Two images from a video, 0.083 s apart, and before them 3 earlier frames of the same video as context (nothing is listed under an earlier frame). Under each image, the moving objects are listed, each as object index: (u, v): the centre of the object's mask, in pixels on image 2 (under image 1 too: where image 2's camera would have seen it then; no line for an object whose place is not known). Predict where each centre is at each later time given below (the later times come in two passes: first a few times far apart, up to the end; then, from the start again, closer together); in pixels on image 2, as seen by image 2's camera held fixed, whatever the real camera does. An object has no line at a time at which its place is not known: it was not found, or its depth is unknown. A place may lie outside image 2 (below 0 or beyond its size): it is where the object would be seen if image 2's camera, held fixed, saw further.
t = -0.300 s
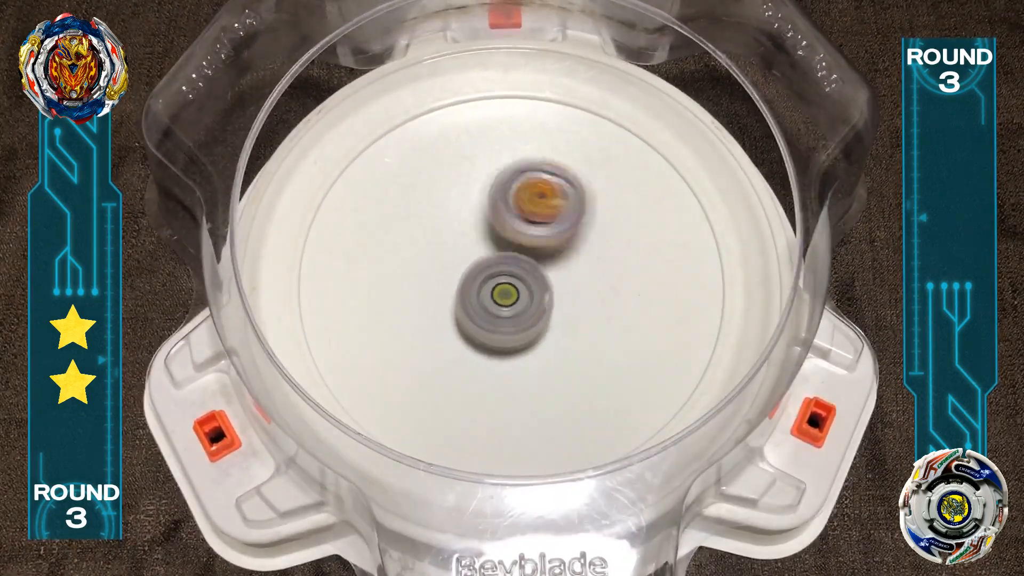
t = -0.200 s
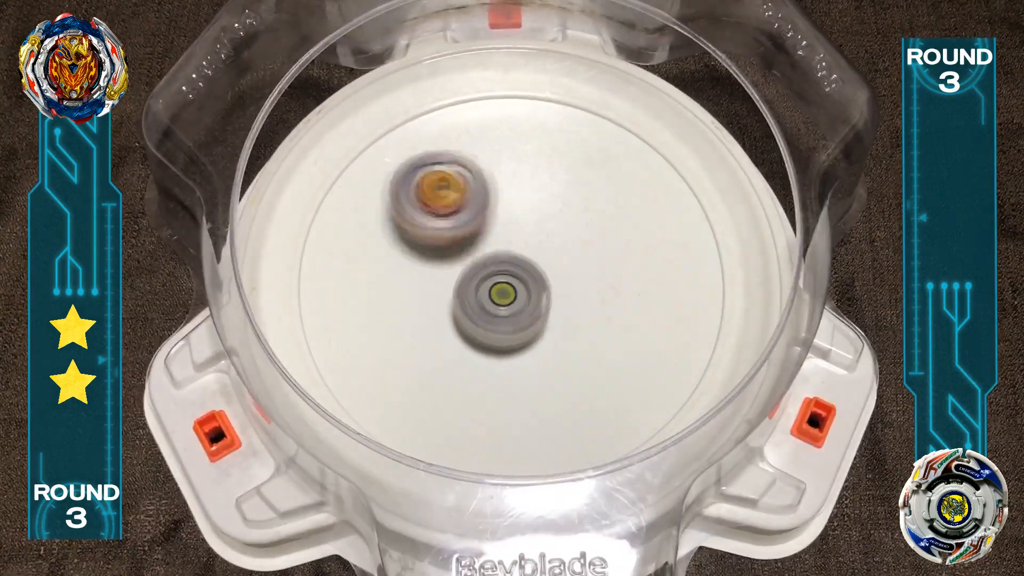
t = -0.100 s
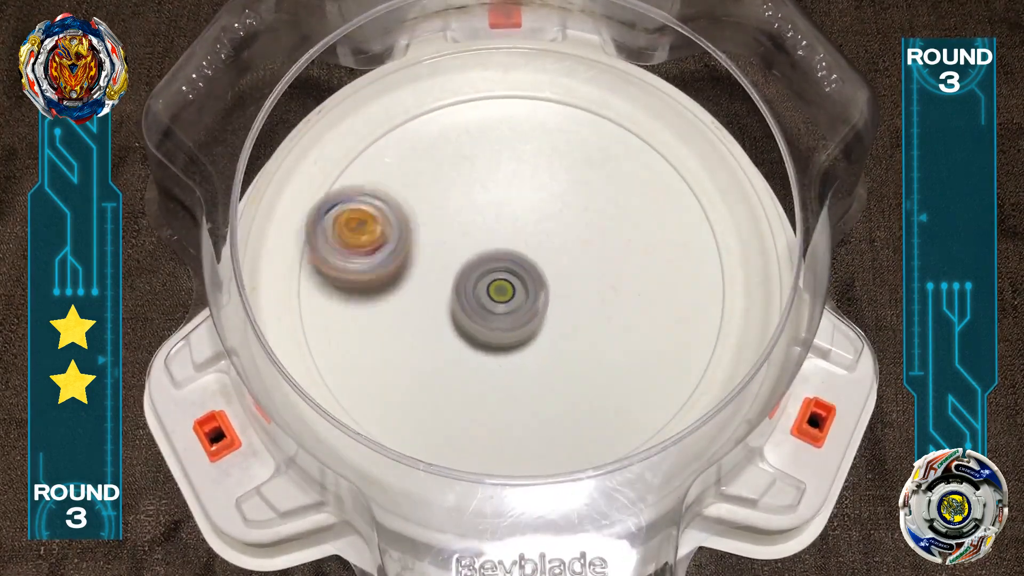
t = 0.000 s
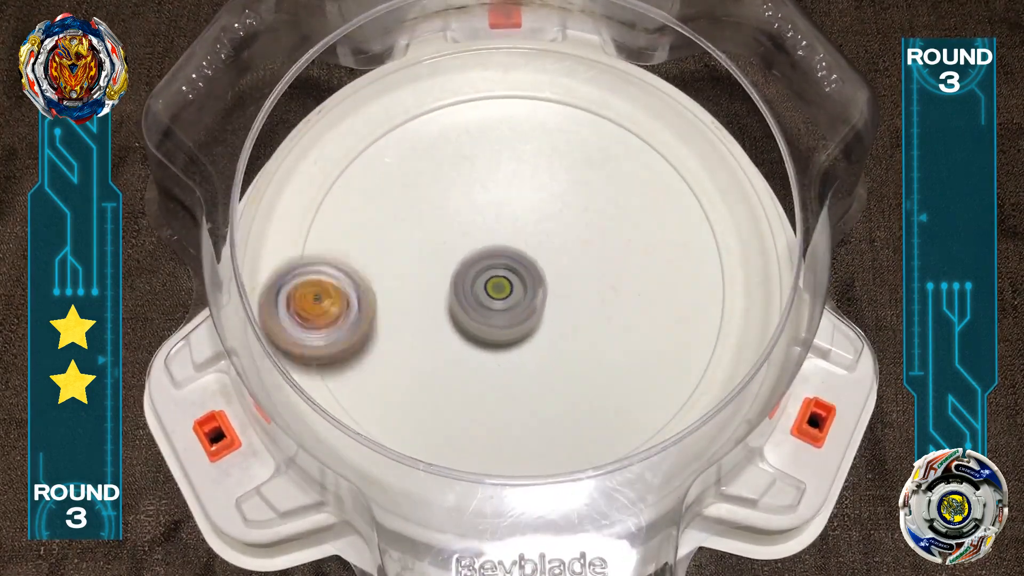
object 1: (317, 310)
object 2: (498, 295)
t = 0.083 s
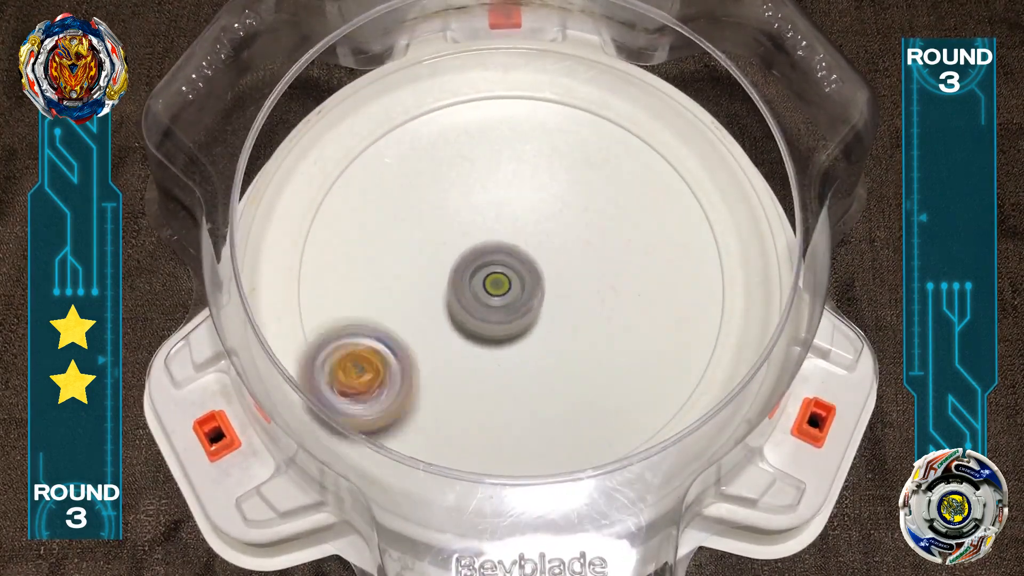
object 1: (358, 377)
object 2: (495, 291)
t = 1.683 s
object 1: (461, 155)
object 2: (540, 275)
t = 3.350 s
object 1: (566, 211)
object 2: (492, 290)
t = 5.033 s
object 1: (606, 380)
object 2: (548, 274)
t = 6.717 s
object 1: (569, 148)
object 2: (545, 285)
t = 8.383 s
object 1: (475, 356)
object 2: (477, 252)
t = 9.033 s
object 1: (444, 265)
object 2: (551, 250)
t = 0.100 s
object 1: (372, 385)
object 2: (496, 290)
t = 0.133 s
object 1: (402, 400)
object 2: (495, 289)
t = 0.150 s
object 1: (424, 407)
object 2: (494, 288)
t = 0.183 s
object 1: (460, 409)
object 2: (494, 286)
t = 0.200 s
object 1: (477, 407)
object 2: (494, 286)
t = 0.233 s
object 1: (514, 396)
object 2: (494, 284)
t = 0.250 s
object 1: (530, 387)
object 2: (493, 283)
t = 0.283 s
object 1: (559, 366)
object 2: (492, 281)
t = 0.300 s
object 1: (571, 355)
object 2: (493, 281)
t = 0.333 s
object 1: (588, 327)
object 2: (493, 280)
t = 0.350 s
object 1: (594, 312)
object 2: (492, 279)
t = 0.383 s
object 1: (601, 282)
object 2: (493, 277)
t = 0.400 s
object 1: (602, 266)
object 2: (493, 277)
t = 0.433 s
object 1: (598, 235)
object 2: (493, 275)
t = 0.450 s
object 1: (595, 221)
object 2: (493, 275)
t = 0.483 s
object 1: (581, 194)
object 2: (493, 274)
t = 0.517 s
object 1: (565, 170)
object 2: (493, 272)
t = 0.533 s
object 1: (554, 160)
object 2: (494, 271)
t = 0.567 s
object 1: (530, 144)
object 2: (494, 270)
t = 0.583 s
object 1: (518, 135)
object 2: (494, 270)
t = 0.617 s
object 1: (491, 124)
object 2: (494, 269)
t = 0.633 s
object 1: (479, 119)
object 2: (495, 268)
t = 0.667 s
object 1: (451, 114)
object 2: (495, 267)
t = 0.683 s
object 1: (437, 113)
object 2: (495, 267)
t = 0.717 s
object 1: (411, 118)
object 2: (496, 266)
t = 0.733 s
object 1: (397, 123)
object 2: (496, 265)
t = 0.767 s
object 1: (377, 144)
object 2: (497, 264)
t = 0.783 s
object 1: (367, 155)
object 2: (497, 264)
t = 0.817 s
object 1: (354, 180)
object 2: (499, 264)
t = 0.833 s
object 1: (349, 194)
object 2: (499, 263)
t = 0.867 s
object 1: (346, 224)
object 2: (500, 262)
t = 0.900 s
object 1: (350, 253)
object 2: (501, 262)
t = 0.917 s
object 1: (355, 268)
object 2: (502, 262)
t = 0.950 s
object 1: (372, 298)
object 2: (503, 262)
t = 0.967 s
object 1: (381, 311)
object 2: (504, 262)
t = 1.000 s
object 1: (410, 334)
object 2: (506, 262)
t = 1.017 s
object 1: (425, 342)
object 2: (506, 263)
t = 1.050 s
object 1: (457, 357)
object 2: (508, 263)
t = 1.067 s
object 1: (476, 362)
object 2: (509, 263)
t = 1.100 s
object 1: (513, 366)
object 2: (509, 264)
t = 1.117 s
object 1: (530, 364)
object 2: (510, 264)
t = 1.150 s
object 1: (564, 357)
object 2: (511, 266)
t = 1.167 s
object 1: (580, 351)
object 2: (512, 267)
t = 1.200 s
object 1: (607, 335)
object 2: (513, 268)
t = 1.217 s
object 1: (621, 324)
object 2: (514, 269)
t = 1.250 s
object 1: (641, 302)
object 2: (516, 270)
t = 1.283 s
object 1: (657, 278)
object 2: (518, 271)
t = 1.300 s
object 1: (661, 263)
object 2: (519, 271)
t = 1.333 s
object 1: (669, 237)
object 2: (521, 272)
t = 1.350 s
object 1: (669, 221)
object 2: (523, 272)
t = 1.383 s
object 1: (665, 196)
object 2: (524, 272)
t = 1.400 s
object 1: (662, 181)
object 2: (526, 272)
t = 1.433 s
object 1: (649, 157)
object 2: (528, 272)
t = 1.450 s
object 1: (641, 147)
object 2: (528, 273)
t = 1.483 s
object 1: (621, 129)
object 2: (530, 273)
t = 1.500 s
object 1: (609, 122)
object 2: (531, 273)
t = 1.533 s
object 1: (581, 113)
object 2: (533, 274)
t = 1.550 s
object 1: (568, 110)
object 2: (534, 274)
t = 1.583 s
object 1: (537, 112)
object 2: (536, 274)
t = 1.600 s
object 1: (523, 115)
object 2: (537, 274)
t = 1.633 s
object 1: (496, 126)
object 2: (539, 275)
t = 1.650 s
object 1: (483, 134)
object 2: (539, 275)
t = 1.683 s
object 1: (461, 155)
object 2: (540, 275)
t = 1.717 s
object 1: (442, 178)
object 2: (541, 276)
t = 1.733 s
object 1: (434, 192)
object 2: (542, 276)
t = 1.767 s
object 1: (423, 219)
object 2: (543, 276)
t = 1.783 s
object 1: (418, 235)
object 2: (543, 277)
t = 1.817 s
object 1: (416, 265)
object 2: (544, 277)
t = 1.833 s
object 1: (416, 281)
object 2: (544, 277)
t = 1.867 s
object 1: (423, 311)
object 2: (544, 277)
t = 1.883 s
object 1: (429, 326)
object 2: (544, 277)
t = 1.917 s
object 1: (446, 352)
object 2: (544, 278)
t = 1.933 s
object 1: (459, 365)
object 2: (544, 278)
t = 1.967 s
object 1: (482, 384)
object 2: (544, 278)
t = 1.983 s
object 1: (498, 393)
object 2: (544, 279)
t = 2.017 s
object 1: (529, 404)
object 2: (544, 279)
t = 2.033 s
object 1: (545, 407)
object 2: (543, 280)
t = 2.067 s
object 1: (578, 410)
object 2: (543, 281)
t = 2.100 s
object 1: (607, 404)
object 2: (542, 282)
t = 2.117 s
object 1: (624, 400)
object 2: (542, 282)
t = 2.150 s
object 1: (651, 384)
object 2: (541, 282)
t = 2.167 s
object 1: (663, 376)
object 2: (540, 283)
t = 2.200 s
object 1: (681, 353)
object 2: (539, 283)
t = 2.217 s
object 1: (689, 342)
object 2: (539, 284)
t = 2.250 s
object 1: (696, 315)
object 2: (538, 284)
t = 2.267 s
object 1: (698, 301)
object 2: (537, 285)
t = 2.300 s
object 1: (695, 272)
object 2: (536, 286)
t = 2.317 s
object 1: (691, 259)
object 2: (534, 286)
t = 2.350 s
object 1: (673, 234)
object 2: (534, 287)
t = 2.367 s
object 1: (665, 223)
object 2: (532, 287)
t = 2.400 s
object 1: (638, 205)
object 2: (531, 289)
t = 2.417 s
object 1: (627, 198)
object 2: (530, 289)
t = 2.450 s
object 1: (596, 188)
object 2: (528, 291)
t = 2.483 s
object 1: (567, 184)
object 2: (527, 292)
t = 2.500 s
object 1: (549, 184)
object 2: (527, 292)
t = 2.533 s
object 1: (518, 187)
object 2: (525, 293)
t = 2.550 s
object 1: (502, 192)
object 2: (524, 294)
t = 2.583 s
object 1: (473, 202)
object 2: (523, 294)
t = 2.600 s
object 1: (459, 211)
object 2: (522, 295)
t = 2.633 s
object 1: (434, 226)
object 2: (521, 296)
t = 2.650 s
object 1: (423, 238)
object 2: (519, 296)
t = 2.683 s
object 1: (404, 261)
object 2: (518, 296)
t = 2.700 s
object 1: (395, 273)
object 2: (516, 297)
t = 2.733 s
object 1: (383, 298)
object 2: (515, 297)
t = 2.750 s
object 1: (379, 312)
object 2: (514, 297)
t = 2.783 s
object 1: (376, 339)
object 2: (513, 298)
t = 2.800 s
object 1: (377, 353)
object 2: (512, 298)
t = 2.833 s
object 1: (385, 379)
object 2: (510, 298)
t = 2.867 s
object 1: (400, 401)
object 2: (508, 298)
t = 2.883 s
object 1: (412, 408)
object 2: (508, 298)
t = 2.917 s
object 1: (433, 429)
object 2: (506, 298)
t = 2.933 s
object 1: (450, 427)
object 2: (506, 298)
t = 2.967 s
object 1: (479, 434)
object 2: (504, 297)
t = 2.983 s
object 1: (496, 435)
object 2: (503, 298)
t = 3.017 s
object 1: (525, 434)
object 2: (502, 297)
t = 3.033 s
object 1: (541, 430)
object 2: (501, 297)
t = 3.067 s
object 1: (570, 422)
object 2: (500, 296)
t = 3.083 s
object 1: (582, 413)
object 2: (499, 296)
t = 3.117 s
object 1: (602, 393)
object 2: (498, 295)
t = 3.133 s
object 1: (609, 380)
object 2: (497, 295)
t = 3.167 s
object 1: (620, 353)
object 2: (496, 294)
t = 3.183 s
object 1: (622, 340)
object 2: (495, 294)
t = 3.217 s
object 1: (622, 310)
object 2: (495, 293)
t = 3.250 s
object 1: (615, 283)
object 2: (494, 293)
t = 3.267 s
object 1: (609, 268)
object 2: (493, 292)
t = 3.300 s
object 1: (597, 243)
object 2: (493, 291)
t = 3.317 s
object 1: (585, 231)
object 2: (492, 291)
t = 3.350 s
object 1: (566, 211)
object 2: (492, 290)
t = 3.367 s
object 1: (553, 203)
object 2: (492, 289)
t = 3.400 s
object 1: (528, 188)
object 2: (491, 288)
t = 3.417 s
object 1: (515, 183)
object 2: (491, 288)
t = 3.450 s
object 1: (486, 177)
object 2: (490, 287)
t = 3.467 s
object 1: (474, 175)
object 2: (491, 287)
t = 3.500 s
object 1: (444, 174)
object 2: (490, 286)
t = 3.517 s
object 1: (432, 176)
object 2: (490, 285)
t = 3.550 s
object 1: (404, 180)
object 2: (490, 284)
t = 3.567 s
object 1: (393, 184)
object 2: (490, 283)
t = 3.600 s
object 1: (369, 194)
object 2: (490, 281)
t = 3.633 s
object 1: (349, 211)
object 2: (491, 280)
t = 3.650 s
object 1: (342, 220)
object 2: (491, 279)
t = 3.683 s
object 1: (328, 242)
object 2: (492, 278)
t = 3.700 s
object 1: (326, 253)
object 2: (492, 277)
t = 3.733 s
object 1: (323, 279)
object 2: (493, 277)
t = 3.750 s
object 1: (325, 291)
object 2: (492, 276)
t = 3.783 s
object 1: (335, 319)
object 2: (493, 275)
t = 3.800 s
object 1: (344, 330)
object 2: (493, 274)
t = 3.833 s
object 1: (365, 352)
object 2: (494, 274)
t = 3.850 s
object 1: (379, 360)
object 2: (494, 273)
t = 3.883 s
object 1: (407, 373)
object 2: (495, 272)
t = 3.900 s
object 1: (425, 378)
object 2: (495, 271)
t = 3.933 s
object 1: (456, 382)
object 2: (496, 271)
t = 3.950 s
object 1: (472, 381)
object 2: (496, 270)
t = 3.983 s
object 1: (506, 377)
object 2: (497, 270)
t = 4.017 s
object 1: (535, 366)
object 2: (498, 269)
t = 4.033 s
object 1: (551, 358)
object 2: (499, 268)
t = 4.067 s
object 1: (574, 341)
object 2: (500, 268)
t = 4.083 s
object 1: (584, 329)
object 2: (501, 268)
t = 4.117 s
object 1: (600, 307)
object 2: (502, 269)
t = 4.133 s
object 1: (606, 295)
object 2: (503, 269)
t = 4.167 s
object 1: (615, 269)
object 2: (504, 268)
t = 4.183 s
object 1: (617, 256)
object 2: (505, 268)
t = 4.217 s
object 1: (617, 228)
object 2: (506, 268)
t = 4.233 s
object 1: (617, 216)
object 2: (507, 268)
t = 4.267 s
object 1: (610, 194)
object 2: (509, 268)
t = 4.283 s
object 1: (605, 181)
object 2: (510, 268)
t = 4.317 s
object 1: (591, 160)
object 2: (511, 268)
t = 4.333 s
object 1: (583, 151)
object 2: (512, 268)
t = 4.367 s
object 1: (564, 136)
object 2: (513, 268)
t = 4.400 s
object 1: (544, 124)
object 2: (515, 268)
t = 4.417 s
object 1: (534, 120)
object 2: (516, 268)
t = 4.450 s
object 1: (509, 115)
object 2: (517, 268)
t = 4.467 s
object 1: (498, 114)
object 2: (518, 268)
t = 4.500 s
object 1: (474, 120)
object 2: (520, 268)
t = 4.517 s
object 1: (462, 123)
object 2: (521, 268)
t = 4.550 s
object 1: (443, 133)
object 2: (522, 269)
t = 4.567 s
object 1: (434, 145)
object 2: (523, 269)
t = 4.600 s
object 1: (419, 162)
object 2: (525, 269)
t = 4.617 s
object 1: (414, 173)
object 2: (526, 269)
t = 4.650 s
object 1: (405, 197)
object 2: (528, 270)
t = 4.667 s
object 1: (403, 210)
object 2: (529, 270)
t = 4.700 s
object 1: (403, 237)
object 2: (530, 271)
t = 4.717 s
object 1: (404, 250)
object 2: (531, 271)
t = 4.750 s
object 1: (410, 277)
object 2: (532, 272)
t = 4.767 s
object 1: (415, 290)
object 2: (533, 272)
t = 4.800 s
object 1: (432, 315)
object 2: (534, 273)
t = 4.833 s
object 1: (453, 336)
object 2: (535, 272)
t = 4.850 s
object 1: (464, 345)
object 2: (536, 273)
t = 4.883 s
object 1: (484, 362)
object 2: (540, 272)
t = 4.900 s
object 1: (495, 368)
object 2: (541, 273)
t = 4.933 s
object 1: (523, 379)
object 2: (543, 273)
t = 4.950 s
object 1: (536, 383)
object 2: (544, 273)
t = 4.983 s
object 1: (564, 385)
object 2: (546, 274)
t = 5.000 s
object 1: (578, 385)
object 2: (546, 273)
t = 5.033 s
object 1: (606, 380)
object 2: (548, 274)
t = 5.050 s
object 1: (620, 376)
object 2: (548, 274)
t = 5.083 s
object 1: (642, 362)
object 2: (549, 274)
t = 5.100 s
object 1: (652, 352)
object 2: (550, 274)
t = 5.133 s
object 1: (666, 334)
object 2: (550, 274)
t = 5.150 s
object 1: (671, 323)
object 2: (551, 275)
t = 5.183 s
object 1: (677, 298)
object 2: (551, 275)
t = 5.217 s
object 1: (677, 274)
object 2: (551, 276)
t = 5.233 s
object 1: (675, 264)
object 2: (551, 276)
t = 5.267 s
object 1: (662, 242)
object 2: (551, 276)
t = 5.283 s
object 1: (655, 232)
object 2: (551, 276)
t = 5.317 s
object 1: (636, 215)
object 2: (551, 277)
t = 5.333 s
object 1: (627, 209)
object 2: (545, 279)
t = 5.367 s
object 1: (618, 190)
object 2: (524, 288)
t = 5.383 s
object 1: (610, 183)
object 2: (514, 292)
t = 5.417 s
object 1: (592, 173)
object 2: (500, 299)
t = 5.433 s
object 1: (581, 168)
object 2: (494, 301)
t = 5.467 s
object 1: (559, 165)
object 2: (486, 304)
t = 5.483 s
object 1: (547, 165)
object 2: (483, 305)
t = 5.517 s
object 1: (524, 168)
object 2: (478, 306)
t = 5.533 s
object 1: (512, 172)
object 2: (477, 306)
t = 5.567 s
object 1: (490, 181)
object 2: (475, 307)
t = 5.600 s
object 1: (469, 195)
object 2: (473, 307)
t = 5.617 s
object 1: (462, 202)
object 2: (473, 307)
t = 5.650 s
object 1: (447, 219)
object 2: (472, 308)
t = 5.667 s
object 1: (442, 224)
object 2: (471, 311)
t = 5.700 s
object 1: (433, 227)
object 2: (468, 320)
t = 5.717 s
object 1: (427, 226)
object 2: (465, 324)
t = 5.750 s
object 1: (415, 225)
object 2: (459, 331)
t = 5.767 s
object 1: (410, 223)
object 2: (456, 333)
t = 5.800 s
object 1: (398, 224)
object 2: (451, 333)
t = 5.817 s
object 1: (393, 226)
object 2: (449, 333)
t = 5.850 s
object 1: (386, 230)
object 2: (446, 330)
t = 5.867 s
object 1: (385, 233)
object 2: (444, 328)
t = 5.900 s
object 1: (383, 239)
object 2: (442, 327)
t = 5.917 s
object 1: (379, 233)
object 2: (448, 341)
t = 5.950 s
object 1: (370, 215)
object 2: (464, 368)
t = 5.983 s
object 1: (363, 199)
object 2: (478, 385)
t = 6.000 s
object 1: (359, 192)
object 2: (484, 391)
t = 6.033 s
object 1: (353, 179)
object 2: (495, 399)
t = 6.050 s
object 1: (350, 174)
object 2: (500, 400)
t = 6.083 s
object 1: (344, 168)
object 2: (506, 399)
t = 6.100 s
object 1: (345, 172)
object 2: (509, 397)
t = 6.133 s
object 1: (349, 180)
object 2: (513, 392)
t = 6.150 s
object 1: (351, 182)
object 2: (515, 388)
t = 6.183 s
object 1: (358, 184)
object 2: (519, 381)
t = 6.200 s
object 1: (362, 186)
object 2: (521, 379)
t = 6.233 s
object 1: (374, 187)
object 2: (524, 373)
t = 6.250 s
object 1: (381, 187)
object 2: (526, 368)
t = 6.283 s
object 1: (394, 185)
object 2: (529, 361)
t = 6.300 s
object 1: (402, 185)
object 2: (530, 359)
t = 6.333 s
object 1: (418, 184)
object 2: (532, 352)
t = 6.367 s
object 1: (434, 183)
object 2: (534, 345)
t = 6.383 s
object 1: (443, 181)
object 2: (535, 342)
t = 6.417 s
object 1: (459, 178)
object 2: (537, 335)
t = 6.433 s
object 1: (466, 177)
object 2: (537, 332)
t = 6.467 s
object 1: (479, 176)
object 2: (539, 325)
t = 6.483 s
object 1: (487, 173)
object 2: (540, 322)
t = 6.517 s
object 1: (501, 169)
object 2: (541, 316)
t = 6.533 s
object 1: (508, 168)
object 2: (541, 312)
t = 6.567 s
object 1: (521, 164)
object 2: (543, 306)
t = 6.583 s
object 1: (528, 161)
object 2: (543, 303)
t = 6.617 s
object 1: (539, 158)
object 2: (544, 298)
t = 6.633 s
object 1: (545, 156)
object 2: (545, 295)
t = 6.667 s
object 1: (555, 153)
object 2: (545, 291)
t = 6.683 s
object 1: (560, 151)
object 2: (545, 289)
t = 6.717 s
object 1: (569, 148)
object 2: (545, 285)
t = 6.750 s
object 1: (578, 146)
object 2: (546, 281)
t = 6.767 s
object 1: (581, 145)
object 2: (547, 279)
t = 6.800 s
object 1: (586, 144)
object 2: (548, 275)
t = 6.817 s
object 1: (588, 145)
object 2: (548, 274)
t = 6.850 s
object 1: (591, 147)
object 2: (549, 270)
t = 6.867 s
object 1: (592, 148)
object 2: (550, 269)
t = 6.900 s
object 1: (594, 152)
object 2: (550, 266)
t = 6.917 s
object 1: (595, 155)
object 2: (550, 265)
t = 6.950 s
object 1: (594, 161)
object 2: (551, 262)
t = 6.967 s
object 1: (595, 165)
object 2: (552, 261)
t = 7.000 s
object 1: (597, 172)
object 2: (549, 265)
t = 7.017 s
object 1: (599, 173)
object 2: (547, 268)
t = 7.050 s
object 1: (601, 179)
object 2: (543, 271)
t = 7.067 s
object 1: (601, 182)
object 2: (543, 272)
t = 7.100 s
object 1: (602, 190)
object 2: (543, 273)
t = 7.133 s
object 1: (604, 197)
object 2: (538, 278)
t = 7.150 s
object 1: (609, 199)
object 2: (532, 284)
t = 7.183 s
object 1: (613, 204)
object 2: (525, 289)
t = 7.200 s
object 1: (617, 208)
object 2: (524, 291)
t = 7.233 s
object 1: (621, 216)
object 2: (521, 295)
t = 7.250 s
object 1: (622, 220)
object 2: (520, 296)
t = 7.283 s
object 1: (624, 227)
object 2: (518, 299)
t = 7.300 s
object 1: (625, 232)
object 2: (518, 300)
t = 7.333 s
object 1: (627, 241)
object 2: (517, 302)
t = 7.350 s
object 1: (628, 244)
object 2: (515, 304)
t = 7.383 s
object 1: (628, 253)
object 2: (514, 306)
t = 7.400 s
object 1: (628, 260)
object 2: (513, 307)
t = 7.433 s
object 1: (629, 267)
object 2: (511, 309)
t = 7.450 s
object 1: (628, 273)
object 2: (509, 310)
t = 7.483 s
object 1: (627, 283)
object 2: (507, 312)
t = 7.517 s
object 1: (626, 290)
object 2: (505, 313)
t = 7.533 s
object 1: (624, 296)
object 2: (504, 314)
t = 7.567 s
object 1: (621, 306)
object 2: (502, 315)
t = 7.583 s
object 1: (619, 310)
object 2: (500, 315)
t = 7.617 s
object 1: (616, 317)
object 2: (497, 316)
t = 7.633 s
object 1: (613, 321)
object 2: (496, 316)
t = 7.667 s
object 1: (609, 331)
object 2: (494, 316)
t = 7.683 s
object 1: (608, 334)
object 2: (492, 316)
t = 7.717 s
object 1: (601, 342)
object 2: (489, 316)
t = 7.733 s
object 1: (600, 346)
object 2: (489, 316)
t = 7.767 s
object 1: (594, 351)
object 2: (486, 315)
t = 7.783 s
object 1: (592, 356)
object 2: (484, 314)
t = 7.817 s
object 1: (587, 361)
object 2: (482, 313)
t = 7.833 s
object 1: (583, 364)
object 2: (482, 312)
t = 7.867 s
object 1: (579, 368)
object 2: (480, 310)
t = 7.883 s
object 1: (575, 370)
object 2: (478, 310)
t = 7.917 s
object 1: (569, 373)
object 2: (477, 308)
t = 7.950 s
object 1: (563, 374)
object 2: (476, 306)
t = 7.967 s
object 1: (559, 374)
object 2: (475, 304)
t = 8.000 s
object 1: (551, 375)
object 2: (474, 302)
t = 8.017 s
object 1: (548, 372)
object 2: (474, 300)
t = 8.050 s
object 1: (540, 374)
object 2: (473, 295)
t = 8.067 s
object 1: (536, 373)
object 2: (473, 292)
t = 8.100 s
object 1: (530, 373)
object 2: (472, 287)
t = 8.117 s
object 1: (527, 372)
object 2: (473, 285)
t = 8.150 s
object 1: (519, 371)
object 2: (473, 281)
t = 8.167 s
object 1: (517, 370)
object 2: (472, 279)
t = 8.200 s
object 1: (510, 367)
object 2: (472, 275)
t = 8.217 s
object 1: (507, 368)
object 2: (473, 271)
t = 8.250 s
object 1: (500, 367)
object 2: (473, 266)
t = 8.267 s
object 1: (496, 368)
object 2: (473, 264)
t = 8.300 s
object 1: (490, 366)
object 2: (474, 260)
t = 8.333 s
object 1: (484, 362)
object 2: (475, 256)
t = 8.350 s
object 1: (481, 362)
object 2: (476, 255)
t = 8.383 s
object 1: (475, 356)
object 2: (477, 252)
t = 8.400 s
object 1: (472, 355)
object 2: (478, 250)
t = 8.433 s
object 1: (466, 351)
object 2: (480, 247)
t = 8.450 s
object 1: (464, 347)
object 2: (482, 246)
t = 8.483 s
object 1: (458, 342)
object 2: (484, 243)
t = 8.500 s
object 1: (456, 340)
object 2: (485, 242)
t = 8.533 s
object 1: (451, 332)
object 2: (488, 240)
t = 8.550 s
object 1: (447, 329)
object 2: (489, 239)
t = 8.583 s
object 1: (444, 323)
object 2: (494, 236)
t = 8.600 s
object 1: (439, 320)
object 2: (497, 236)
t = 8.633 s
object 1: (435, 318)
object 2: (502, 235)
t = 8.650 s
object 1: (432, 315)
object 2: (504, 234)
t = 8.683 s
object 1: (427, 311)
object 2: (508, 233)
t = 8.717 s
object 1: (425, 308)
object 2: (512, 233)
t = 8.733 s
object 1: (423, 306)
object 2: (515, 233)
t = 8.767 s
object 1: (423, 301)
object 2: (520, 234)
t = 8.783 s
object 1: (421, 299)
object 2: (522, 234)
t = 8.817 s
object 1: (422, 294)
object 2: (526, 235)
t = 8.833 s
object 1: (421, 293)
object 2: (528, 235)
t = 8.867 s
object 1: (424, 289)
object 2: (532, 237)
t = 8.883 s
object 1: (424, 286)
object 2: (535, 238)
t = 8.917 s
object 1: (429, 282)
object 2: (539, 240)
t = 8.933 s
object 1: (429, 279)
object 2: (540, 241)
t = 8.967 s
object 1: (434, 275)
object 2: (544, 244)
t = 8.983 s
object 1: (436, 272)
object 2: (546, 245)
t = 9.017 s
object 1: (441, 268)
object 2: (550, 248)
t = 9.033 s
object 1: (444, 265)
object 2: (551, 250)
